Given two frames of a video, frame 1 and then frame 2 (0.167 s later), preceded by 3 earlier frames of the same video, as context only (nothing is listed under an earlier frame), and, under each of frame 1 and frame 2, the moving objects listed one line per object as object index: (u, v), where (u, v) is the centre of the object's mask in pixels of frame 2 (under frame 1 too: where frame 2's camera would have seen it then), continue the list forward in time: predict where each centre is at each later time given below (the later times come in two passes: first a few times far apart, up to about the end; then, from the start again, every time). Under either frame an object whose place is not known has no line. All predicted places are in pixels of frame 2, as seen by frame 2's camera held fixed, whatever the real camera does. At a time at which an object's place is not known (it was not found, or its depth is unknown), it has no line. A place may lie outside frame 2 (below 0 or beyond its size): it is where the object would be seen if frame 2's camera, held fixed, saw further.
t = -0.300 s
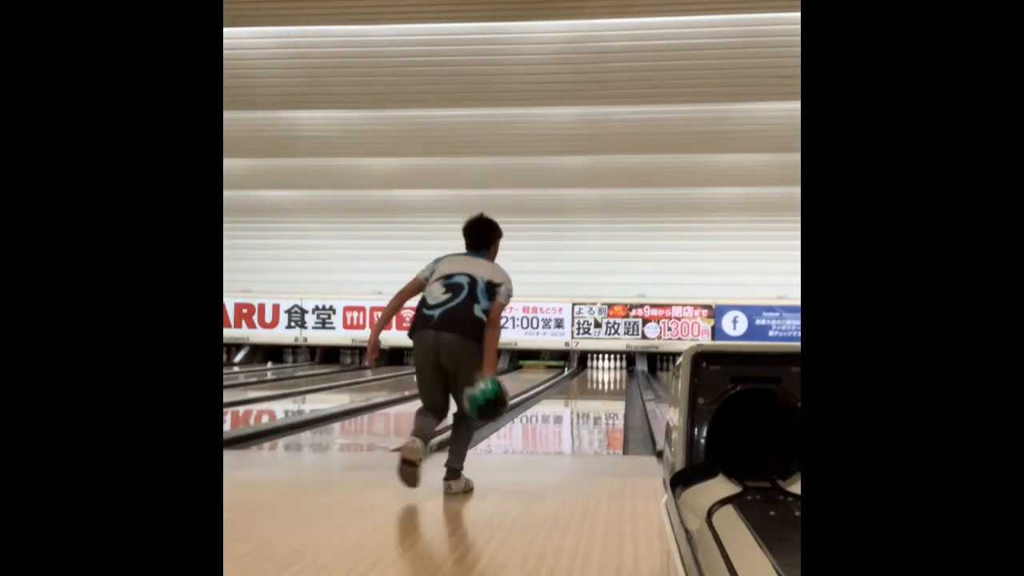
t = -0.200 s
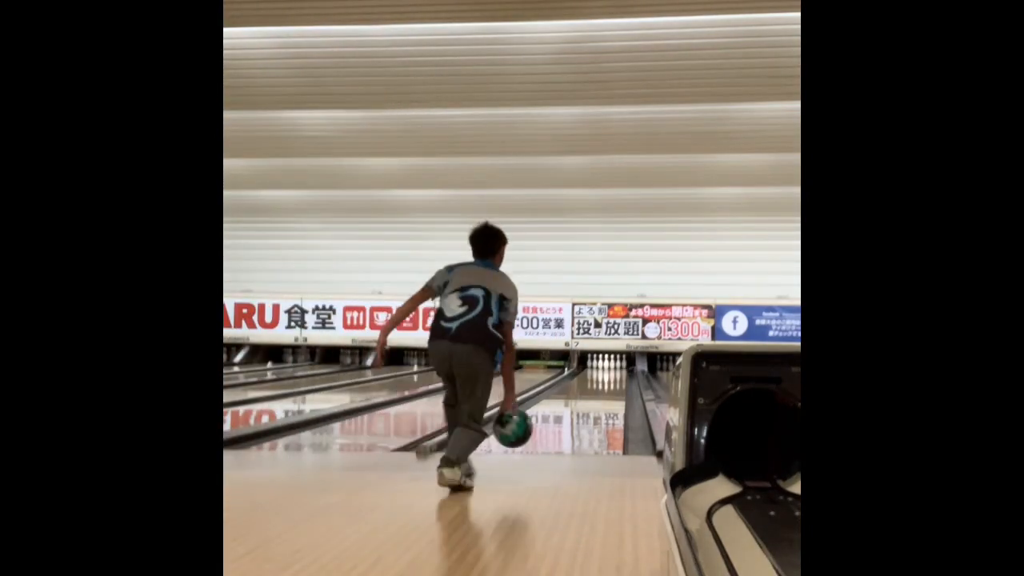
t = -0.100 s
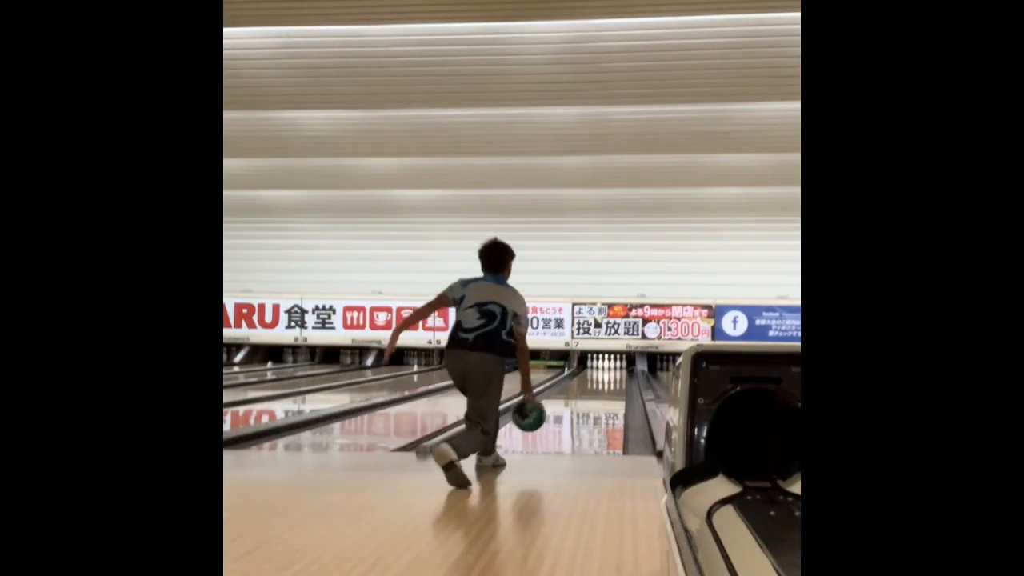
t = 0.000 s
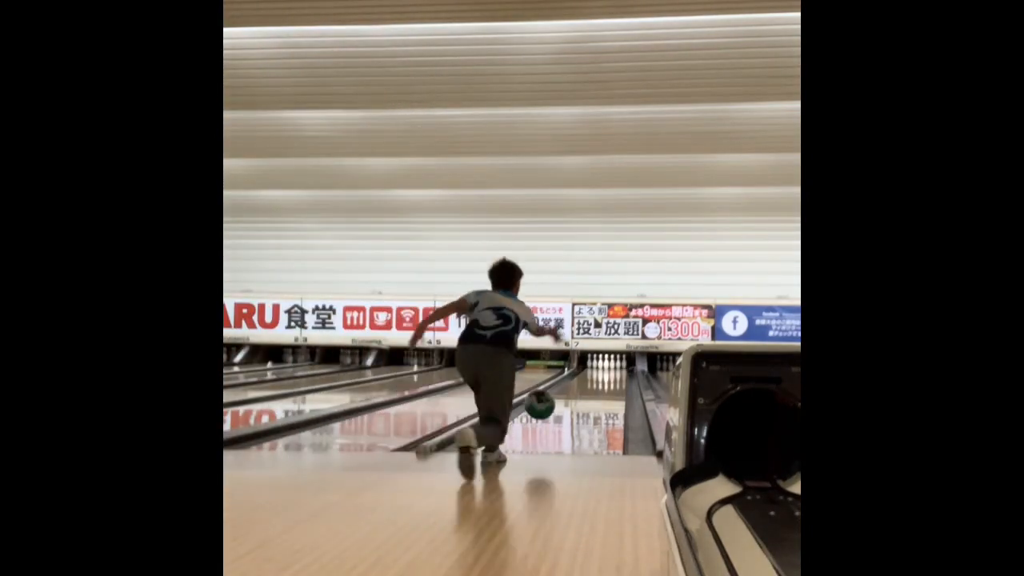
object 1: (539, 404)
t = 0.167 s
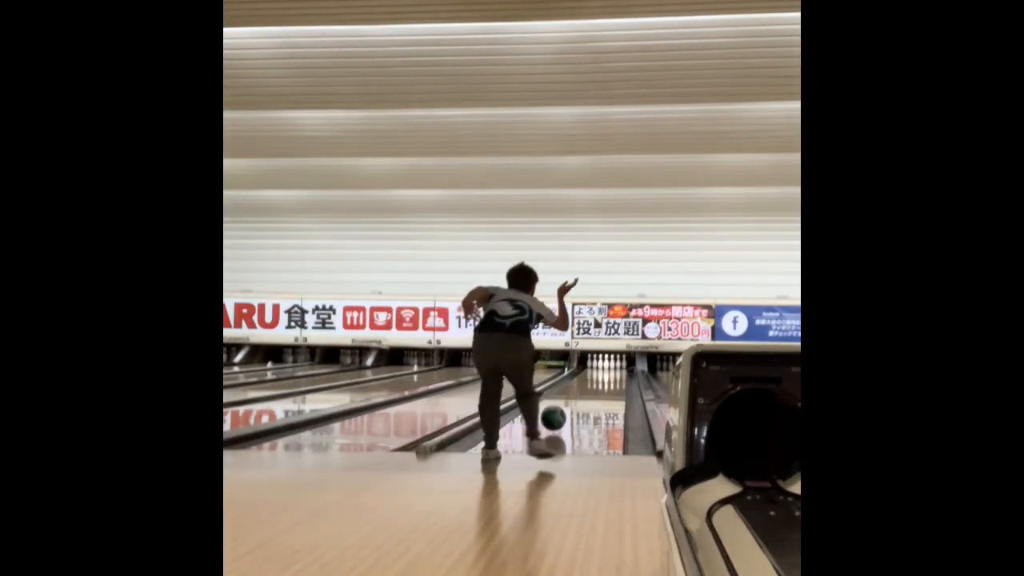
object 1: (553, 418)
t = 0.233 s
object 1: (561, 411)
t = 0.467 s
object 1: (572, 402)
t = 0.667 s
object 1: (577, 394)
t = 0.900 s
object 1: (582, 389)
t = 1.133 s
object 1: (588, 383)
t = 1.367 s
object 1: (591, 378)
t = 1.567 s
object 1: (594, 376)
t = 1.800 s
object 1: (597, 373)
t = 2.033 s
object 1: (599, 371)
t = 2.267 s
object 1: (601, 371)
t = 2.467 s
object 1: (600, 369)
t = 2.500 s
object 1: (600, 366)
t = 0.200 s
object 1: (557, 415)
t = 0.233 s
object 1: (561, 411)
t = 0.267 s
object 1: (564, 410)
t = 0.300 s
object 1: (566, 409)
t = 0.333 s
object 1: (567, 406)
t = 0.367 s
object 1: (569, 405)
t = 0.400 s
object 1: (570, 404)
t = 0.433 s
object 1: (571, 402)
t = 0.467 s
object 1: (572, 402)
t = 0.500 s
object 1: (572, 400)
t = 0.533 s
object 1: (573, 399)
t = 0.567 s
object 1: (574, 398)
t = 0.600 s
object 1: (574, 396)
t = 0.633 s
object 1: (576, 396)
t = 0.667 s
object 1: (577, 394)
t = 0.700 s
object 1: (578, 393)
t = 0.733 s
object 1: (579, 392)
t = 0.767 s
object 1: (580, 391)
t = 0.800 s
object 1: (581, 390)
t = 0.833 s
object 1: (582, 389)
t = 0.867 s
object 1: (582, 389)
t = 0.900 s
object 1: (582, 389)
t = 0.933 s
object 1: (583, 387)
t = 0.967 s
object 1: (584, 386)
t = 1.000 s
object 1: (585, 385)
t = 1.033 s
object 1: (586, 384)
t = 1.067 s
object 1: (586, 384)
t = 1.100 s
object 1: (587, 383)
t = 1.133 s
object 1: (588, 383)
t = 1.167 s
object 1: (589, 382)
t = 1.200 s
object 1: (589, 381)
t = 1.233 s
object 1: (590, 381)
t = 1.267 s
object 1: (590, 381)
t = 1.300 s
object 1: (591, 380)
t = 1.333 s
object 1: (591, 380)
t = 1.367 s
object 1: (591, 378)
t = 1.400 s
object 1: (592, 378)
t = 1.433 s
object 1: (592, 377)
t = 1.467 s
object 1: (592, 376)
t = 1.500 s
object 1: (593, 377)
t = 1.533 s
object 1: (593, 376)
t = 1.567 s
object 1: (594, 376)
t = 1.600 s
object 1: (594, 376)
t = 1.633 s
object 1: (595, 375)
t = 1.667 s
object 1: (595, 375)
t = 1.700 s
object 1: (596, 374)
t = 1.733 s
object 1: (596, 373)
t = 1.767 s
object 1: (597, 373)
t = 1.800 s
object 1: (597, 373)
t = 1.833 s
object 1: (597, 373)
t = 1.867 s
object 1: (597, 373)
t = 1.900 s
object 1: (598, 372)
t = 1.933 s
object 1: (598, 372)
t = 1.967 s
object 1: (599, 371)
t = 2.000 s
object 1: (599, 371)
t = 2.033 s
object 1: (599, 371)
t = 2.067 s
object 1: (599, 371)
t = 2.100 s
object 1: (600, 370)
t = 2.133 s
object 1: (600, 372)
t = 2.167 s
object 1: (600, 371)
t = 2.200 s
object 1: (600, 371)
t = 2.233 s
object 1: (601, 369)
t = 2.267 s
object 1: (601, 371)
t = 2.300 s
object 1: (601, 371)
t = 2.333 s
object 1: (602, 372)
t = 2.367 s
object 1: (602, 372)
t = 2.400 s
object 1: (602, 371)
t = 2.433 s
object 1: (601, 367)
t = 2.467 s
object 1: (600, 369)
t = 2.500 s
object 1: (600, 366)
